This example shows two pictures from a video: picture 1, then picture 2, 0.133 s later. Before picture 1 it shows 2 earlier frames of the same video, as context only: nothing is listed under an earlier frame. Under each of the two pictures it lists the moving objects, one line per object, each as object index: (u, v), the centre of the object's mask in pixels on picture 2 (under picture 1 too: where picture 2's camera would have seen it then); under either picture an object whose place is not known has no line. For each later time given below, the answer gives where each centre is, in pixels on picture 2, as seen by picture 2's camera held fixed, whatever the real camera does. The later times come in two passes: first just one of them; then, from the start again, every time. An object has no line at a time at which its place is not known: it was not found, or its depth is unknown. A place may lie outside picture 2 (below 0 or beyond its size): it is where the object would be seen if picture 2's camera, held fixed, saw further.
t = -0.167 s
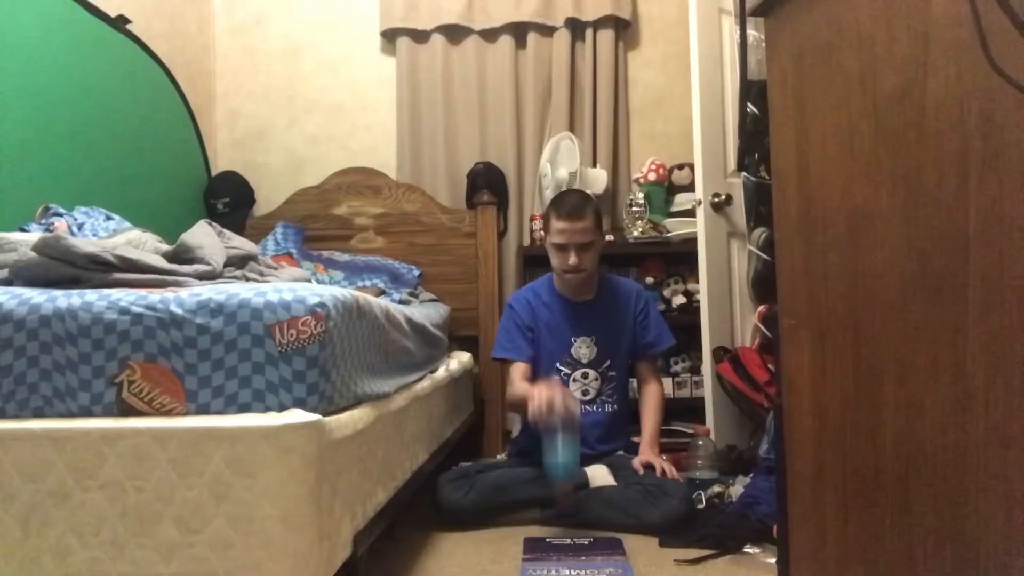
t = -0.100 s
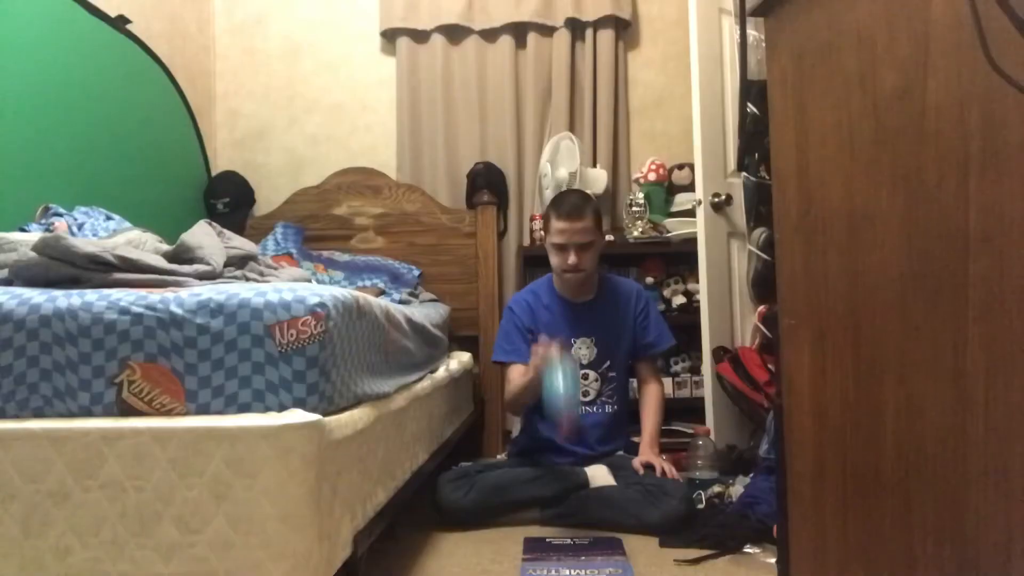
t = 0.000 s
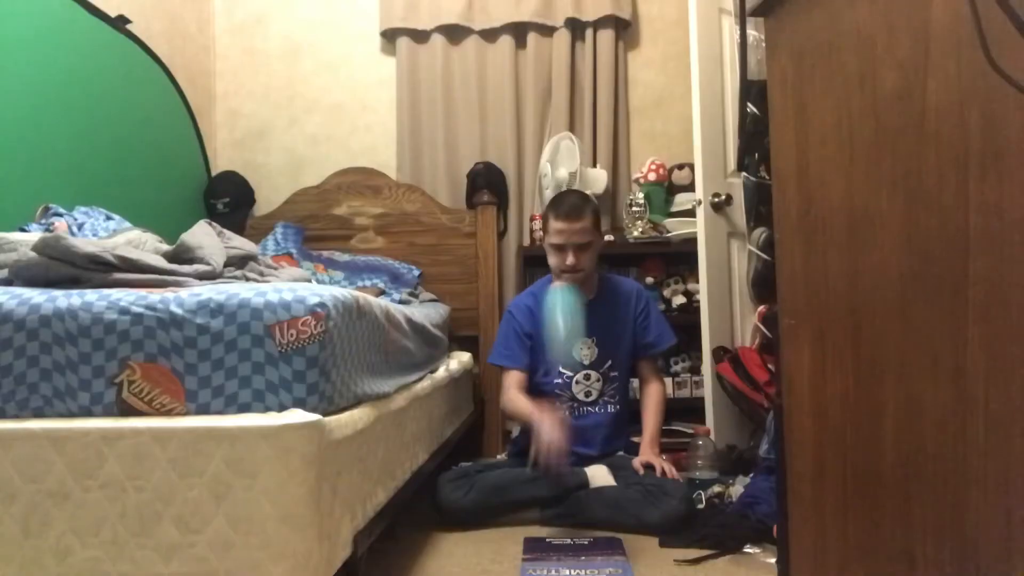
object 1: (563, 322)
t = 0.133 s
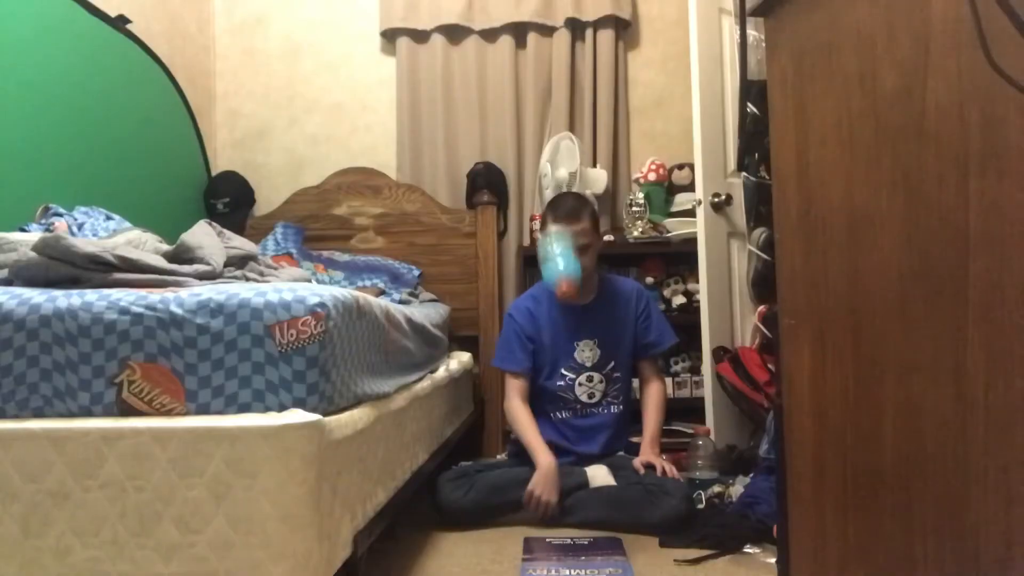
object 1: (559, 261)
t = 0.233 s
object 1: (562, 303)
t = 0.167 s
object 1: (559, 277)
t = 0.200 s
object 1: (561, 291)
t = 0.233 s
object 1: (562, 303)
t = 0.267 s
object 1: (564, 325)
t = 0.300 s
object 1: (566, 344)
